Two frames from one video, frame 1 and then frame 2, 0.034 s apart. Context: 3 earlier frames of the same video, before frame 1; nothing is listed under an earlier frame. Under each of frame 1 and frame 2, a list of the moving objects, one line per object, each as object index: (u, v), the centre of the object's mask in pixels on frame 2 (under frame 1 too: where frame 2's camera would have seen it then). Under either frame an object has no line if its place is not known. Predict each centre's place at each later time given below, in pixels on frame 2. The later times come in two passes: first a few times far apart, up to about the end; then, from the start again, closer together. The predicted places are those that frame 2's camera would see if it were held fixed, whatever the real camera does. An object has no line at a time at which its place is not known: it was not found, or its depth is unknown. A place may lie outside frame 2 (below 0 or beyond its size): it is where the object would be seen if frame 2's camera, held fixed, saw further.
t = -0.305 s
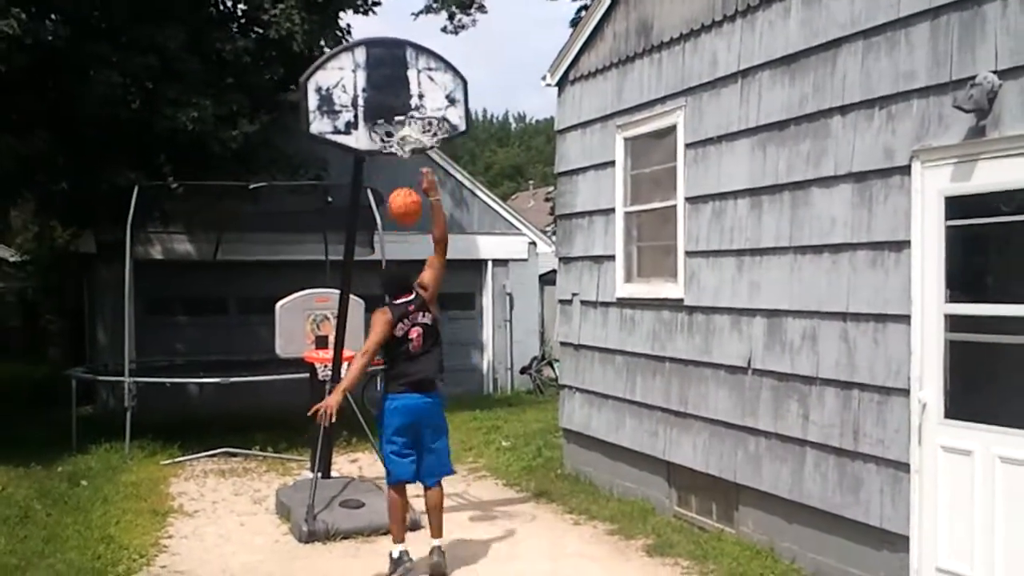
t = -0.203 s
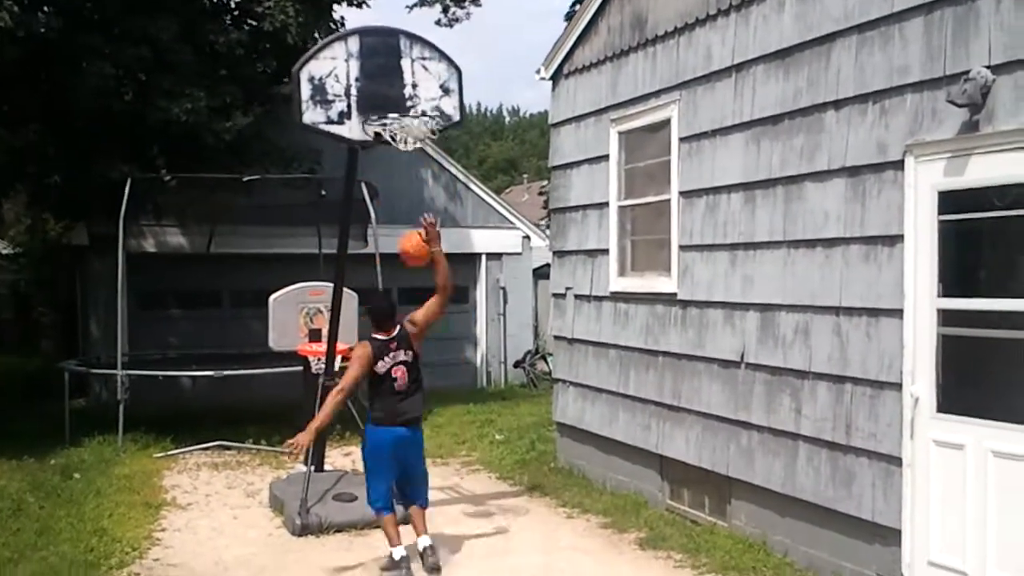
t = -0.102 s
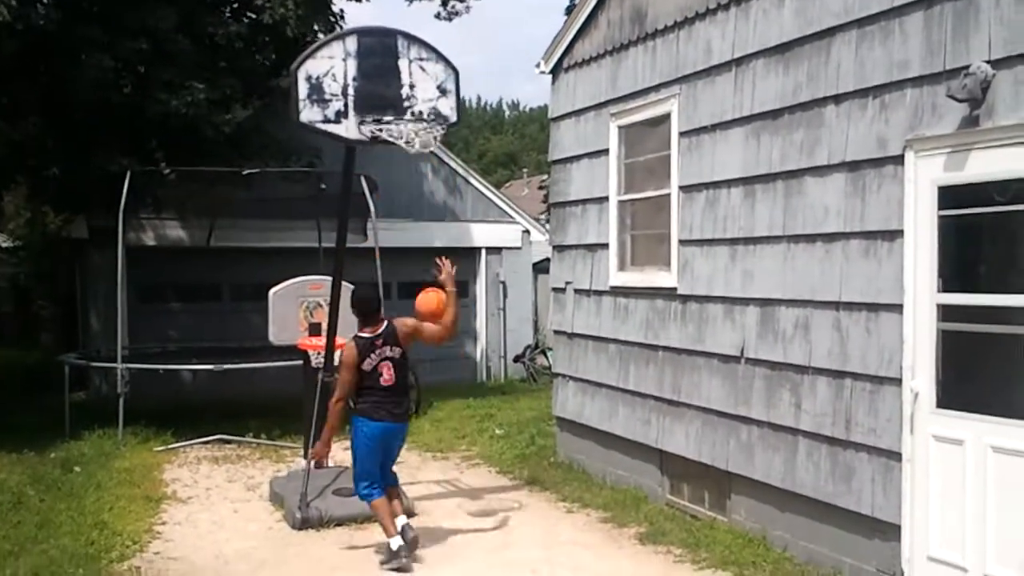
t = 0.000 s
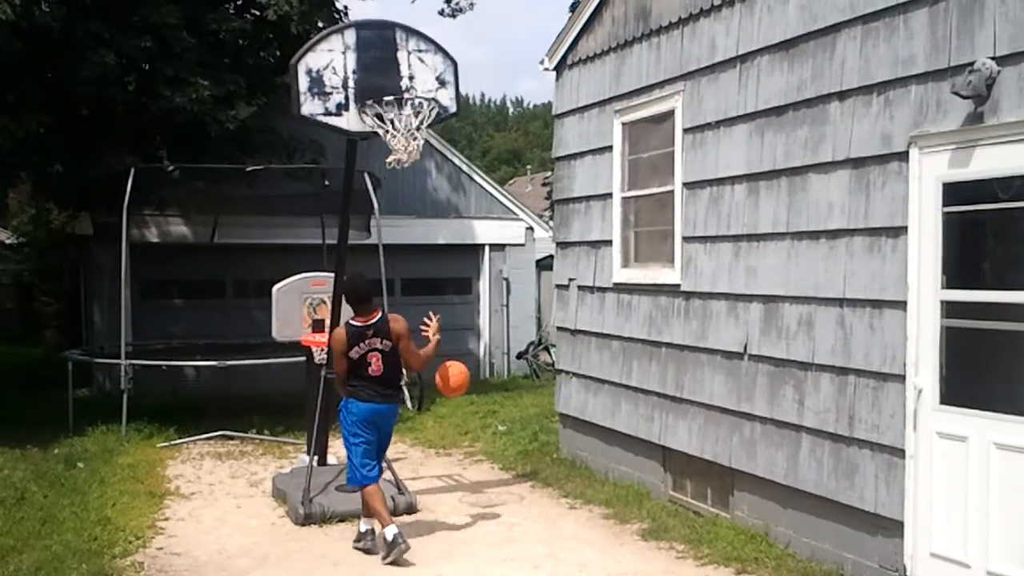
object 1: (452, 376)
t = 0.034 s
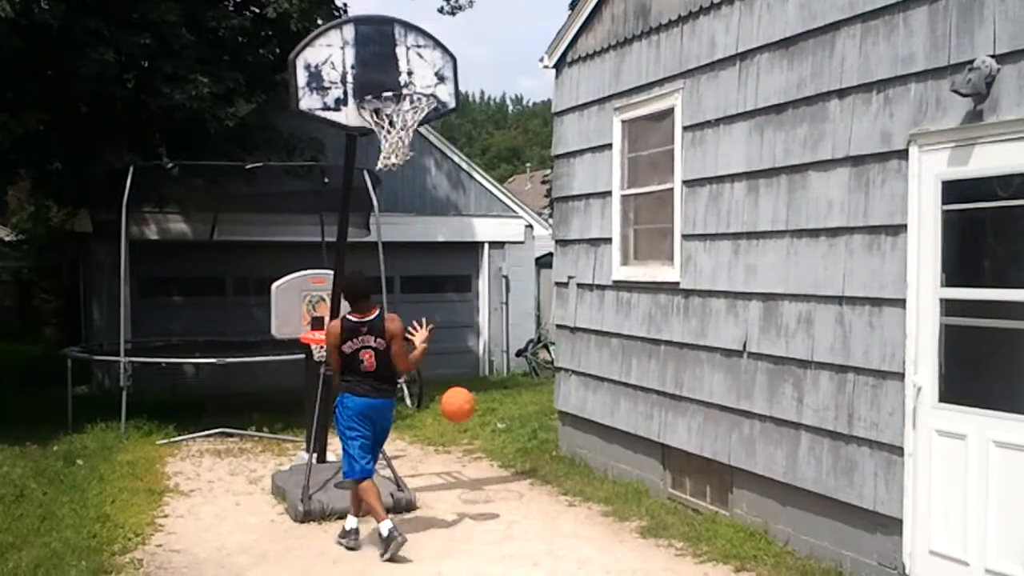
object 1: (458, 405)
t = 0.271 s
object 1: (495, 436)
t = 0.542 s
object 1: (542, 317)
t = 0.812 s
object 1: (588, 301)
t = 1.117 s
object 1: (642, 412)
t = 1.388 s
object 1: (685, 450)
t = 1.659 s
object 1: (679, 404)
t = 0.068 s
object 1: (463, 435)
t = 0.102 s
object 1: (468, 466)
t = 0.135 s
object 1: (473, 501)
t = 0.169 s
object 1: (479, 507)
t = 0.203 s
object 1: (484, 482)
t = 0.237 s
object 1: (490, 458)
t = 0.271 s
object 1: (495, 436)
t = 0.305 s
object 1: (502, 416)
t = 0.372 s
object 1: (513, 380)
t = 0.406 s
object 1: (519, 364)
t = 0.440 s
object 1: (524, 349)
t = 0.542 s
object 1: (542, 317)
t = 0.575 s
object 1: (548, 310)
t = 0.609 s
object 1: (553, 304)
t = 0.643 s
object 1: (559, 299)
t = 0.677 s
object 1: (564, 296)
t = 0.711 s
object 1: (570, 295)
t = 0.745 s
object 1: (576, 296)
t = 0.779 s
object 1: (582, 298)
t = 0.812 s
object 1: (588, 301)
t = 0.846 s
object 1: (593, 307)
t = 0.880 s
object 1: (599, 313)
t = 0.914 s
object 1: (606, 322)
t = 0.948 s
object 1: (612, 333)
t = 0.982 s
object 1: (618, 346)
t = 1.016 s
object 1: (624, 359)
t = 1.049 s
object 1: (630, 375)
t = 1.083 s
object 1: (636, 394)
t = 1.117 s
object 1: (642, 412)
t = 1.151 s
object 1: (648, 433)
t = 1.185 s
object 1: (653, 457)
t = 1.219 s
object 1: (659, 480)
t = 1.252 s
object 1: (665, 507)
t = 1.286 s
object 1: (669, 504)
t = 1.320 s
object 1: (675, 484)
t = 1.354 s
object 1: (680, 466)
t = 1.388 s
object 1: (685, 450)
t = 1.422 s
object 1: (690, 436)
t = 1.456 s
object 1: (696, 423)
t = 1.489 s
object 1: (701, 412)
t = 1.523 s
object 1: (701, 405)
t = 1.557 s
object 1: (697, 401)
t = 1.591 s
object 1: (692, 399)
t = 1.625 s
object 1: (682, 401)
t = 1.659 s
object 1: (679, 404)
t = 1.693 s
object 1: (673, 410)
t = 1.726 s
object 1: (669, 417)
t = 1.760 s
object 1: (664, 426)
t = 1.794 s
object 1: (659, 437)
